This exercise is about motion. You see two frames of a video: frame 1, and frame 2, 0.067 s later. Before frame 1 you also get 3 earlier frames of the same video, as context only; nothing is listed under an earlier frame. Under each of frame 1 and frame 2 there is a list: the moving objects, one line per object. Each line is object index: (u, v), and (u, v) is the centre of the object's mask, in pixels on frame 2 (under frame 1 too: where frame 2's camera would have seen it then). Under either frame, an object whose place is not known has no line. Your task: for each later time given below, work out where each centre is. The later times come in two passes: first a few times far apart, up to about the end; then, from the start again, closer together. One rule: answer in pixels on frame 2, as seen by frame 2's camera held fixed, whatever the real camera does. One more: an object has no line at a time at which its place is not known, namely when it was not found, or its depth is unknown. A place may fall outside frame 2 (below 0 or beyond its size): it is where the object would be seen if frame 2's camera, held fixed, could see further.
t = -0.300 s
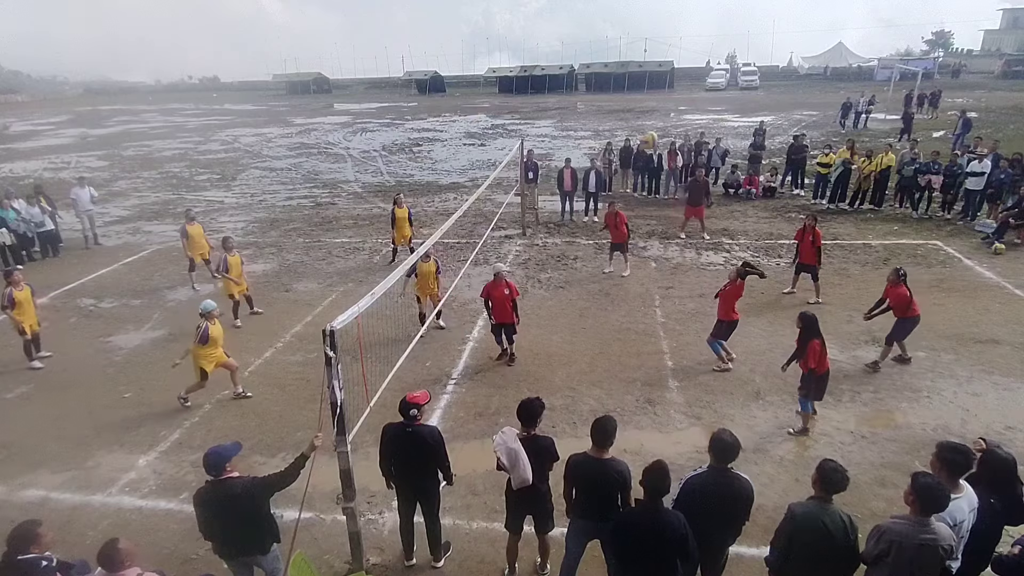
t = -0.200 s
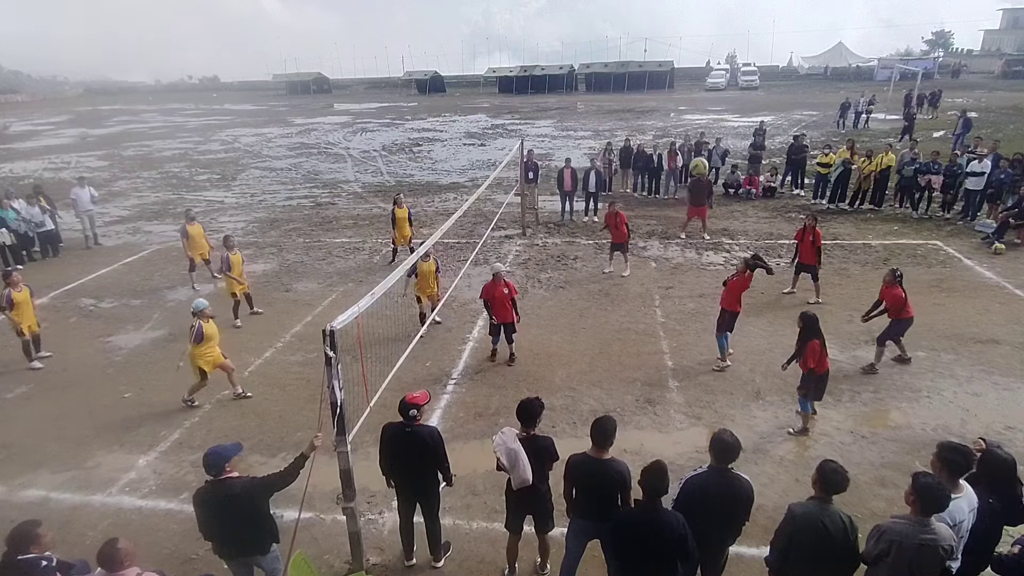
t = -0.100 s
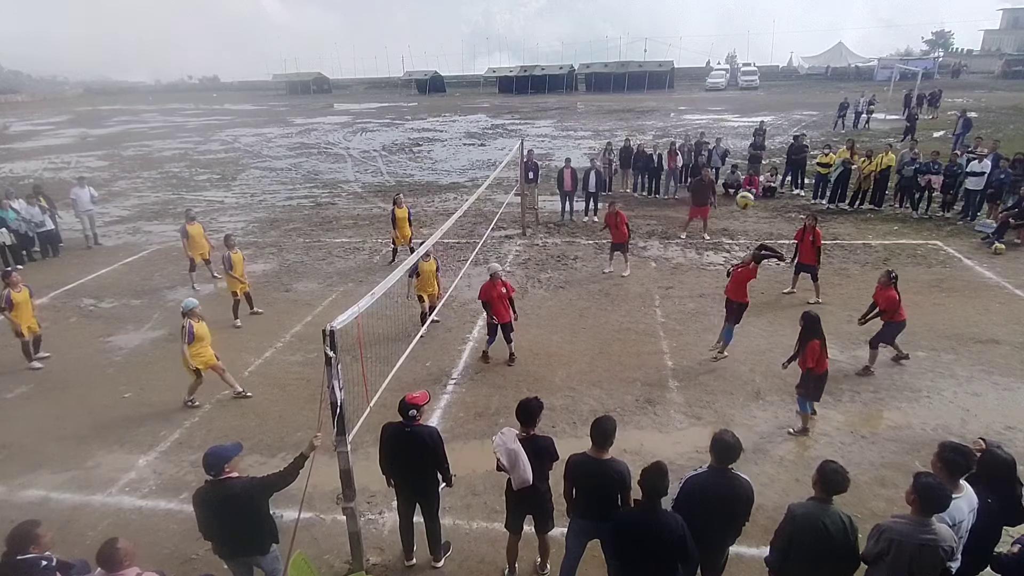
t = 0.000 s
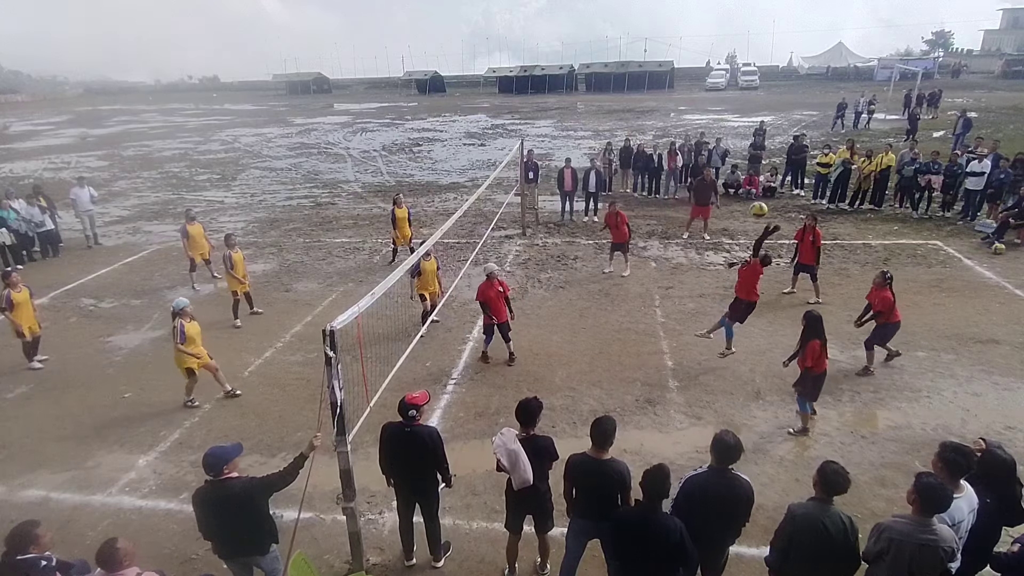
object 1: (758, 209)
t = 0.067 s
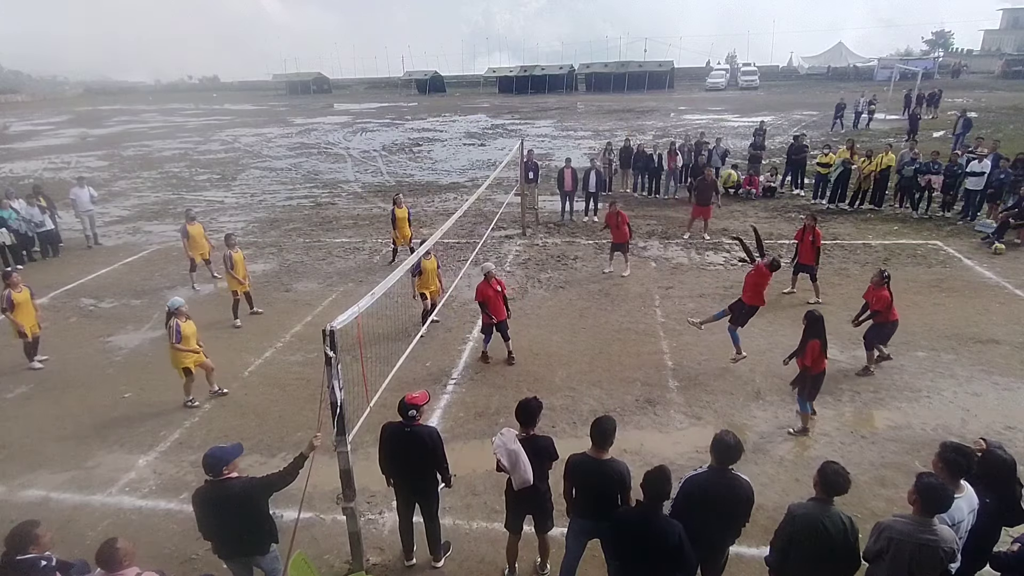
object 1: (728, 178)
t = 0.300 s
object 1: (621, 92)
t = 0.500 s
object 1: (533, 58)
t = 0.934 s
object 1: (372, 98)
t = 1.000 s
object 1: (352, 116)
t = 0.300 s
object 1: (621, 92)
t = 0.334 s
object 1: (606, 84)
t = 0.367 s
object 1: (591, 77)
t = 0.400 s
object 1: (577, 72)
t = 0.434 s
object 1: (562, 66)
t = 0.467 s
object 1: (547, 62)
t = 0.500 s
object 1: (533, 58)
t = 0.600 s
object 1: (492, 55)
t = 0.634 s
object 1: (478, 56)
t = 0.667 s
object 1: (465, 58)
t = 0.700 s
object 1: (452, 59)
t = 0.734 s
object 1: (440, 63)
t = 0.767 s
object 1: (427, 66)
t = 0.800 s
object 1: (416, 72)
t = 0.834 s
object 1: (405, 77)
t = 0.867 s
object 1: (393, 83)
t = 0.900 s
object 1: (383, 91)
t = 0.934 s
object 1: (372, 98)
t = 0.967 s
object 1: (361, 107)
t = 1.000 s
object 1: (352, 116)
